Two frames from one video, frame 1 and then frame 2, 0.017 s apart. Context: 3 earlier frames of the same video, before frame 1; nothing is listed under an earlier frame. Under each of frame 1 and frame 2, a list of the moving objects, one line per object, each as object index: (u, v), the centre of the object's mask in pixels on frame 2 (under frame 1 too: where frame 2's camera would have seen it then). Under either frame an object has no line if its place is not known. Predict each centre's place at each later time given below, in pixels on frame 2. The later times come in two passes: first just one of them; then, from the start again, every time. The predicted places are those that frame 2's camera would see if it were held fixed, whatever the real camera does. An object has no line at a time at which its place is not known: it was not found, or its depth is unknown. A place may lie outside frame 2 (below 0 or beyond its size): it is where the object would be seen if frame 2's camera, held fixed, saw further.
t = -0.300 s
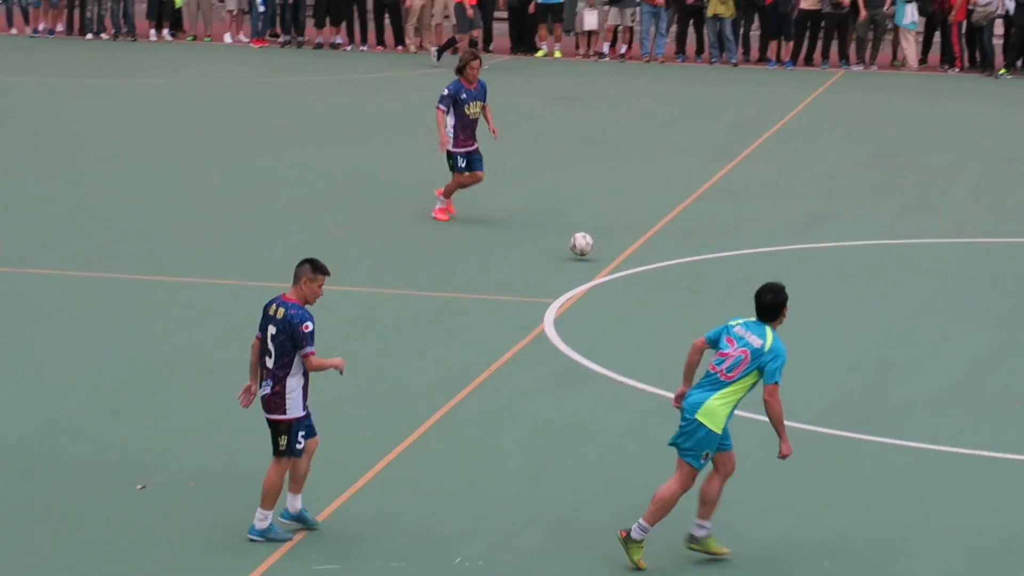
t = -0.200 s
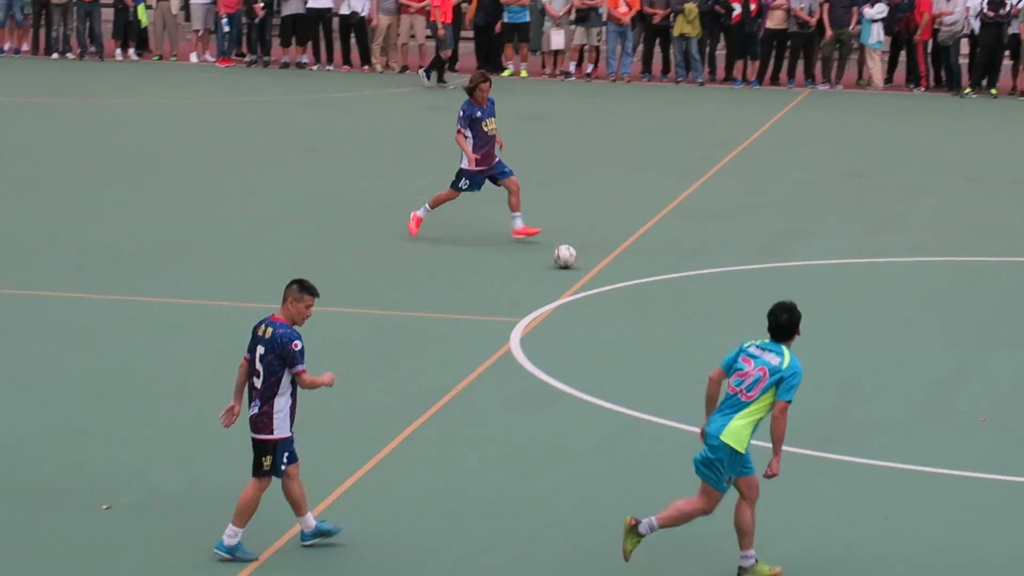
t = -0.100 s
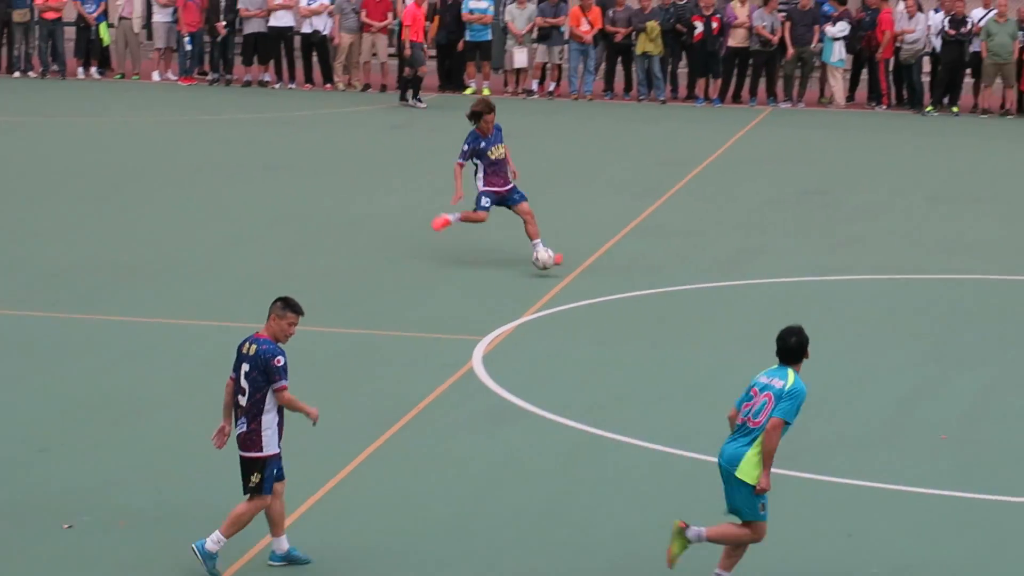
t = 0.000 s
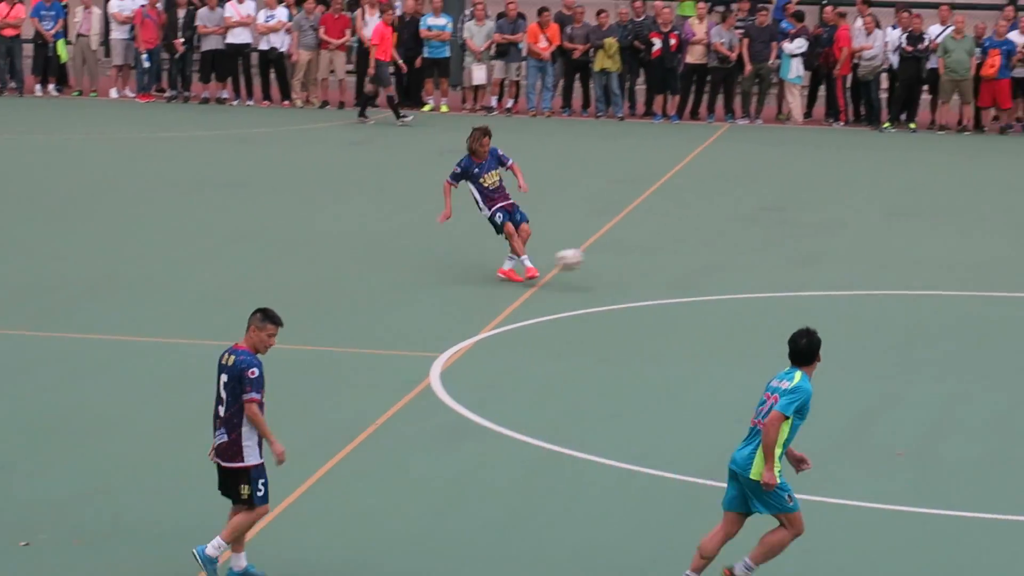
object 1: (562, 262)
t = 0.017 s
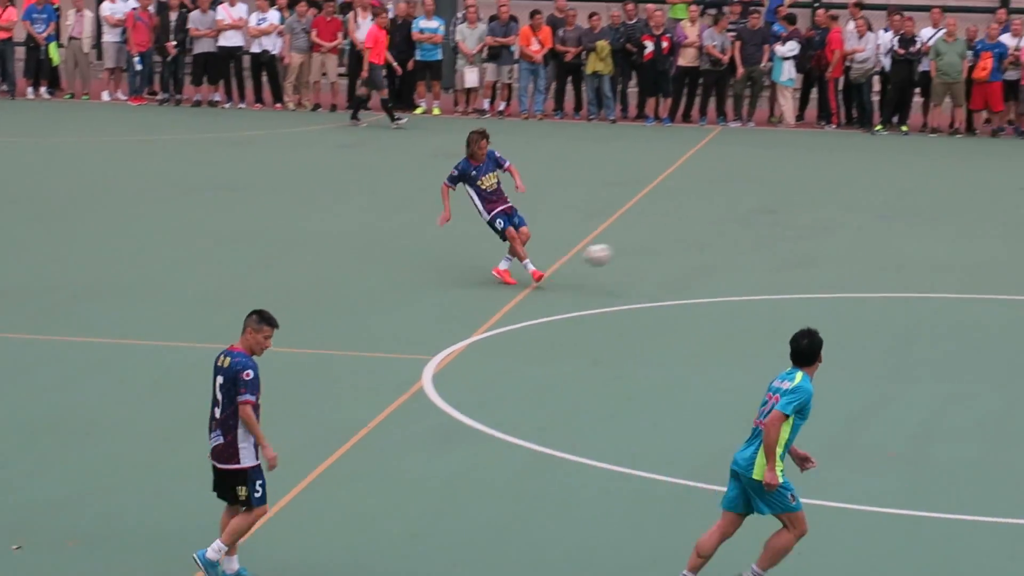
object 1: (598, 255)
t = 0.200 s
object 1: (1006, 195)
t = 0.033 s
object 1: (635, 248)
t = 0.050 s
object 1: (671, 241)
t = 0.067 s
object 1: (708, 234)
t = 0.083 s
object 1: (745, 229)
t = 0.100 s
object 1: (781, 224)
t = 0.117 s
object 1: (819, 218)
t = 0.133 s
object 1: (855, 213)
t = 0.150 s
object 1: (893, 208)
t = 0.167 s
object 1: (929, 204)
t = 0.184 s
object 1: (968, 200)
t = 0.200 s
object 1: (1006, 195)
